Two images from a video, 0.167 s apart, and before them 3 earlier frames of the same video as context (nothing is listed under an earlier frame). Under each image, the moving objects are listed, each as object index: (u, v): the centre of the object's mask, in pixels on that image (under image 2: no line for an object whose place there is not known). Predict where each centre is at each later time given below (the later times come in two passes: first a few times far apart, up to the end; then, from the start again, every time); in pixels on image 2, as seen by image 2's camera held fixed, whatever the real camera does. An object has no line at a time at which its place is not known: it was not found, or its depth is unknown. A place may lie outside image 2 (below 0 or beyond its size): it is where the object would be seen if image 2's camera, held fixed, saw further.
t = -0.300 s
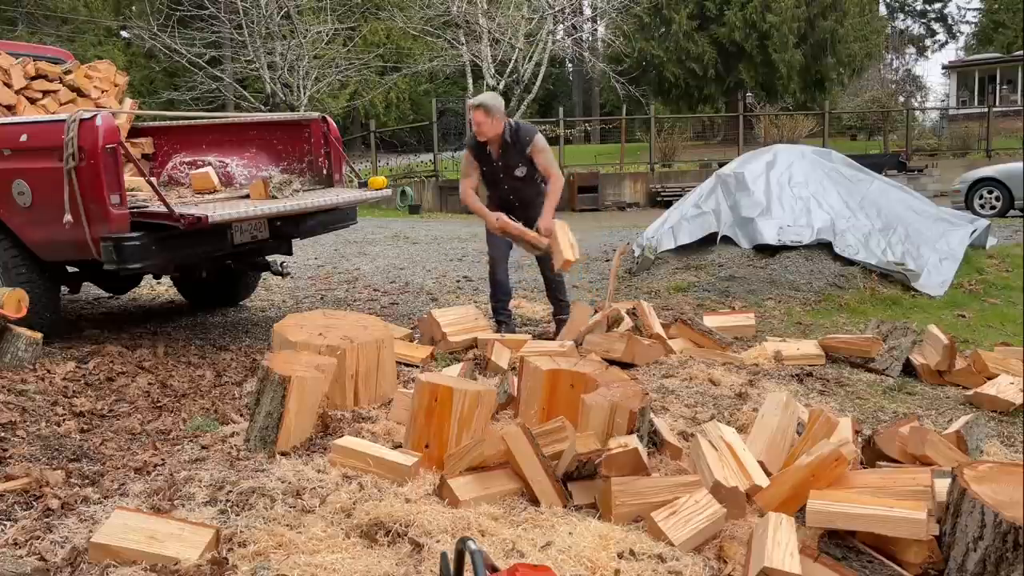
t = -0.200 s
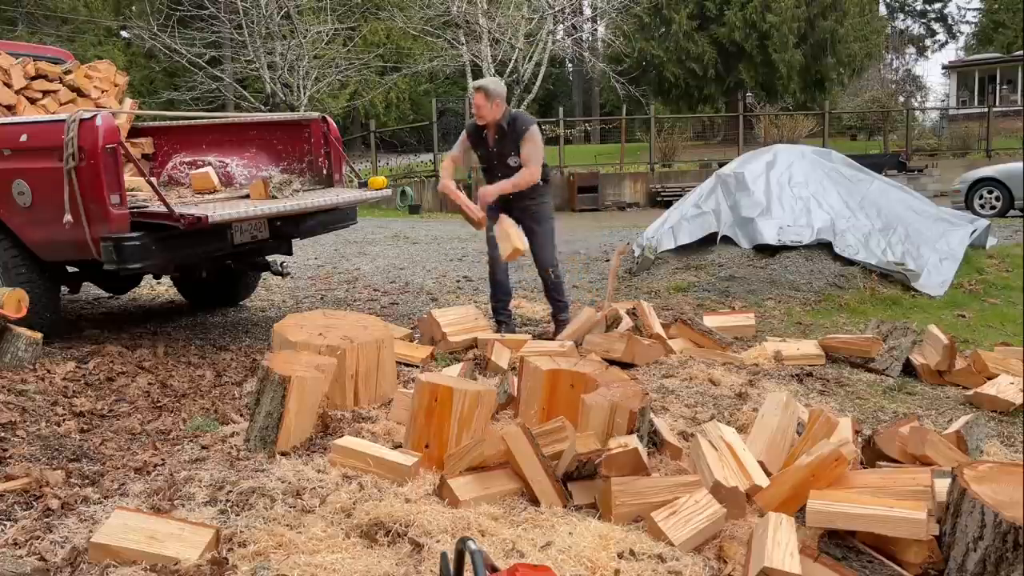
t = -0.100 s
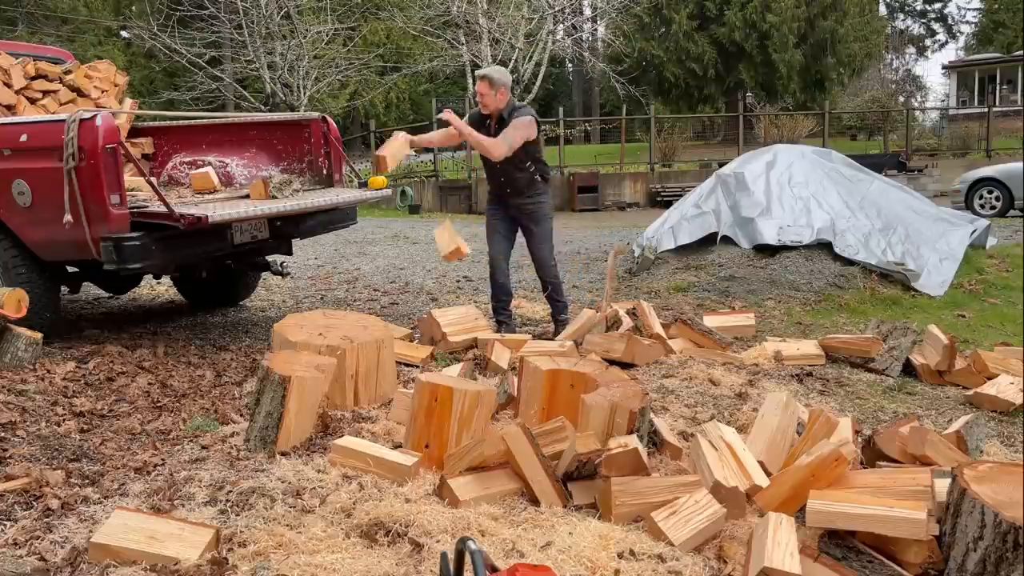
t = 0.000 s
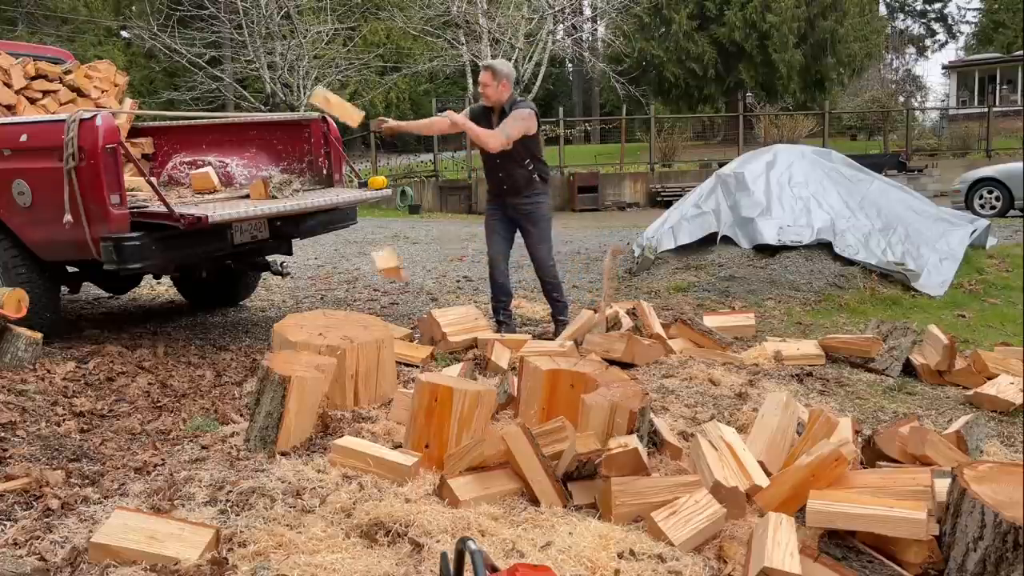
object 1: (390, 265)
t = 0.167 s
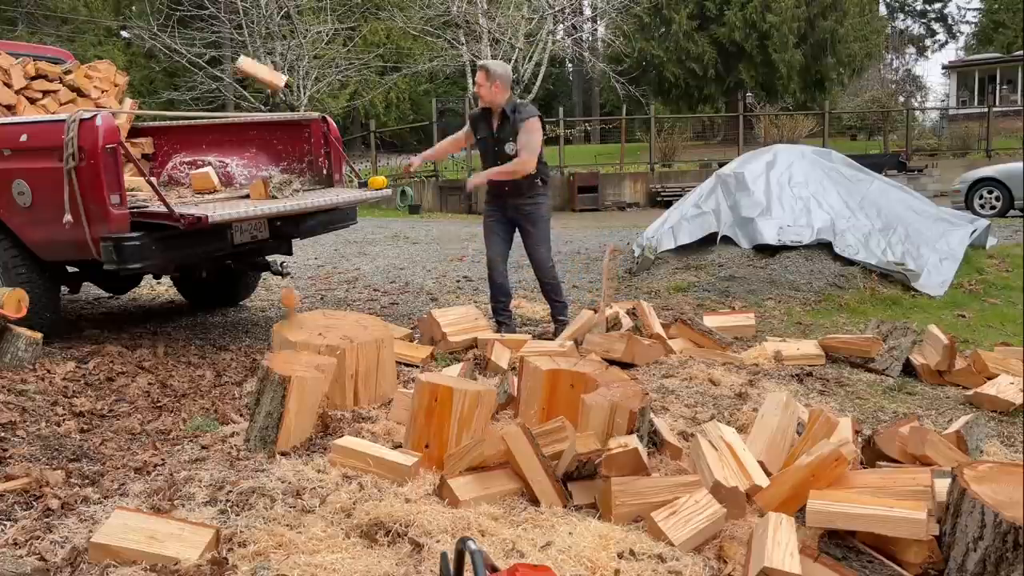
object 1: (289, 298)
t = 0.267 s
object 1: (238, 291)
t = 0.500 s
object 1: (119, 350)
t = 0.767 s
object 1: (84, 388)
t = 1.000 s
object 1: (87, 390)
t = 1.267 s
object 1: (87, 390)
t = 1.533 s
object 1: (87, 390)
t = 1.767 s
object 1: (87, 390)
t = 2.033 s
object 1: (87, 390)
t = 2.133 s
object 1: (87, 390)
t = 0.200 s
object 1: (271, 293)
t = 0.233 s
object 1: (255, 293)
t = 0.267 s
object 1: (238, 291)
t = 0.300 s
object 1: (222, 292)
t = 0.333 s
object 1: (205, 296)
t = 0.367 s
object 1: (187, 300)
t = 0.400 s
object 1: (168, 311)
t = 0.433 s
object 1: (152, 323)
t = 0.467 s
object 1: (135, 336)
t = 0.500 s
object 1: (119, 350)
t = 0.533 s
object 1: (101, 369)
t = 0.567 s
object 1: (82, 384)
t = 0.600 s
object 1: (80, 390)
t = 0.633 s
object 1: (80, 388)
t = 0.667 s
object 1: (81, 386)
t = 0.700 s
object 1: (82, 386)
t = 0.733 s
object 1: (83, 387)
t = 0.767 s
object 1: (84, 388)
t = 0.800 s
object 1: (87, 390)
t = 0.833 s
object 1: (87, 391)
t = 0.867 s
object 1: (87, 390)
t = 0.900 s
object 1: (87, 390)
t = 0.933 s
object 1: (87, 390)
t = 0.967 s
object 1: (87, 390)
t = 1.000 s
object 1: (87, 390)
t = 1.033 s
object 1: (87, 390)
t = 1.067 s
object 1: (87, 390)
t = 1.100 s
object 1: (87, 390)
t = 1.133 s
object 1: (87, 390)
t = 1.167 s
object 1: (87, 390)
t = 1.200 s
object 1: (87, 390)
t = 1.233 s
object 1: (87, 390)
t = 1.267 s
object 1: (87, 390)
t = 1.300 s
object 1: (87, 390)
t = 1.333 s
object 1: (87, 390)
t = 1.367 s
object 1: (87, 390)
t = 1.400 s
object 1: (87, 390)
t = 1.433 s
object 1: (87, 390)
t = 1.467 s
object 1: (87, 390)
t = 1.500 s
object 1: (87, 390)
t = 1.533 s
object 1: (87, 390)
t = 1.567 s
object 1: (87, 390)
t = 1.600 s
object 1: (87, 390)
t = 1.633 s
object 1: (87, 390)
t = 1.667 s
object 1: (87, 390)
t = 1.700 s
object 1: (87, 390)
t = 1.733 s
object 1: (87, 390)
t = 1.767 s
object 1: (87, 390)
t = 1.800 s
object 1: (87, 390)
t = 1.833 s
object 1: (87, 390)
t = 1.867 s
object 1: (87, 390)
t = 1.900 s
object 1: (87, 390)
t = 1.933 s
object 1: (87, 390)
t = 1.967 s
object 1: (87, 390)
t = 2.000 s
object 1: (87, 390)
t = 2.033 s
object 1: (87, 390)
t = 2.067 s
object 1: (87, 390)
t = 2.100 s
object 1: (87, 390)
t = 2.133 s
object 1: (87, 390)
